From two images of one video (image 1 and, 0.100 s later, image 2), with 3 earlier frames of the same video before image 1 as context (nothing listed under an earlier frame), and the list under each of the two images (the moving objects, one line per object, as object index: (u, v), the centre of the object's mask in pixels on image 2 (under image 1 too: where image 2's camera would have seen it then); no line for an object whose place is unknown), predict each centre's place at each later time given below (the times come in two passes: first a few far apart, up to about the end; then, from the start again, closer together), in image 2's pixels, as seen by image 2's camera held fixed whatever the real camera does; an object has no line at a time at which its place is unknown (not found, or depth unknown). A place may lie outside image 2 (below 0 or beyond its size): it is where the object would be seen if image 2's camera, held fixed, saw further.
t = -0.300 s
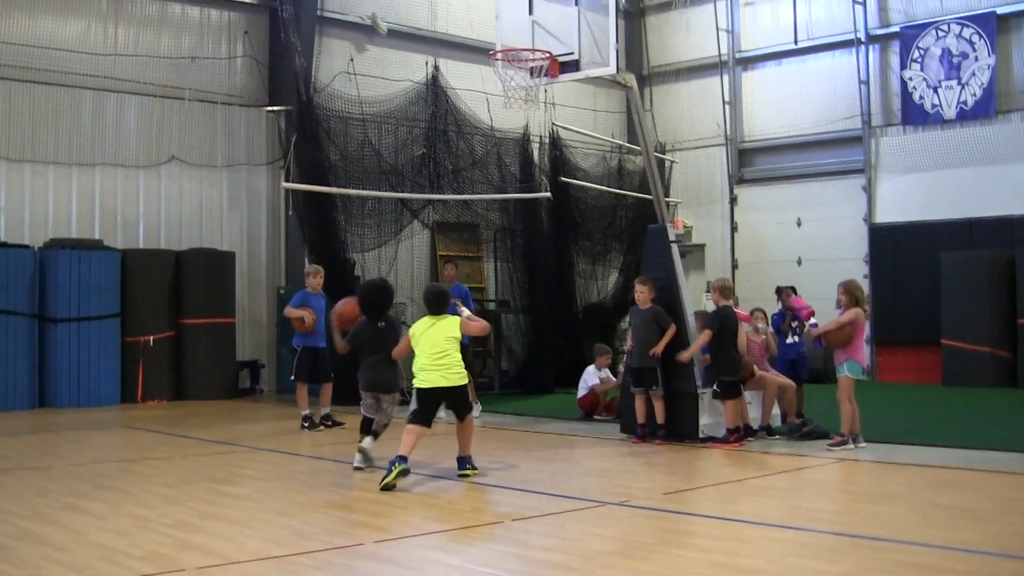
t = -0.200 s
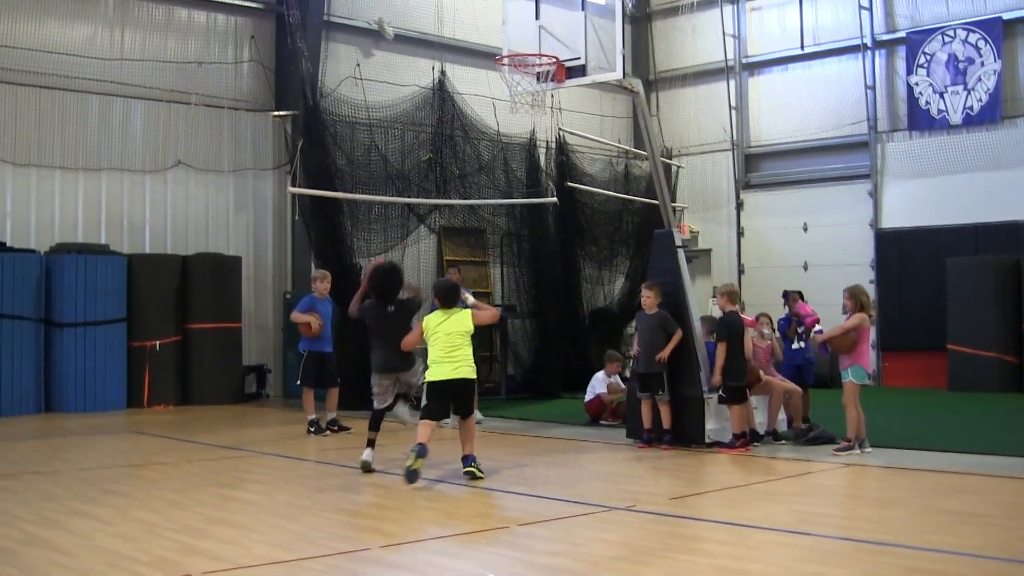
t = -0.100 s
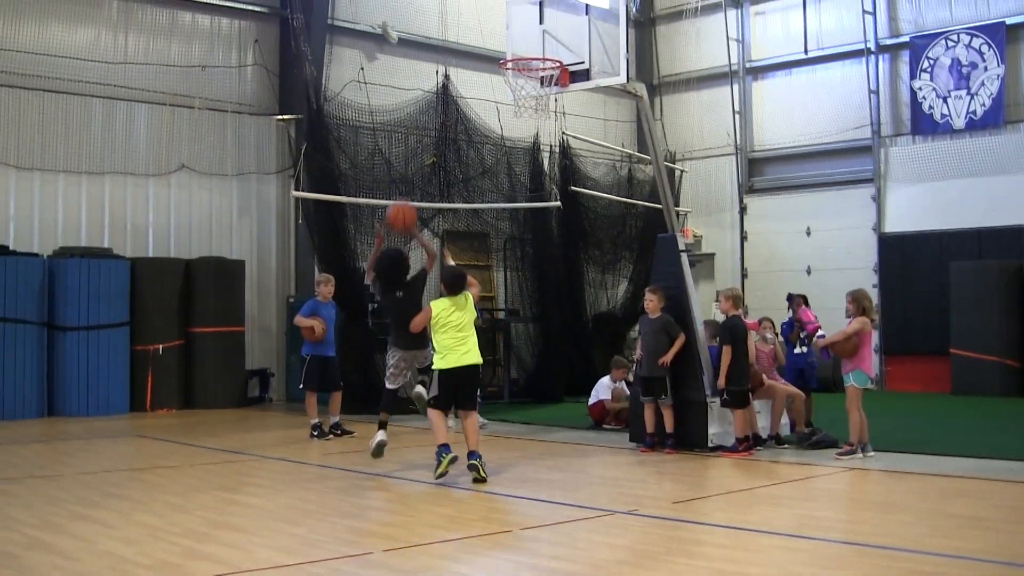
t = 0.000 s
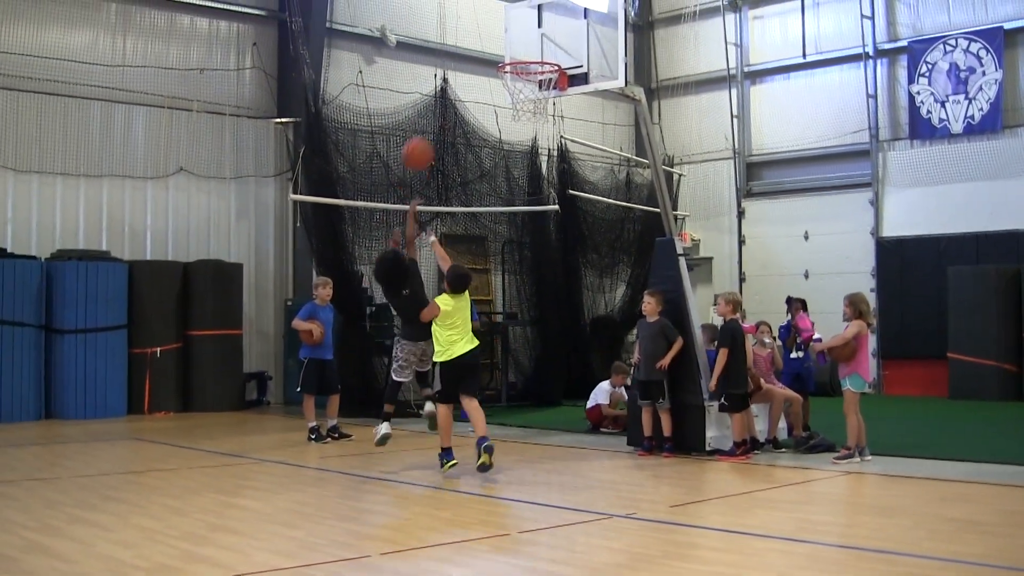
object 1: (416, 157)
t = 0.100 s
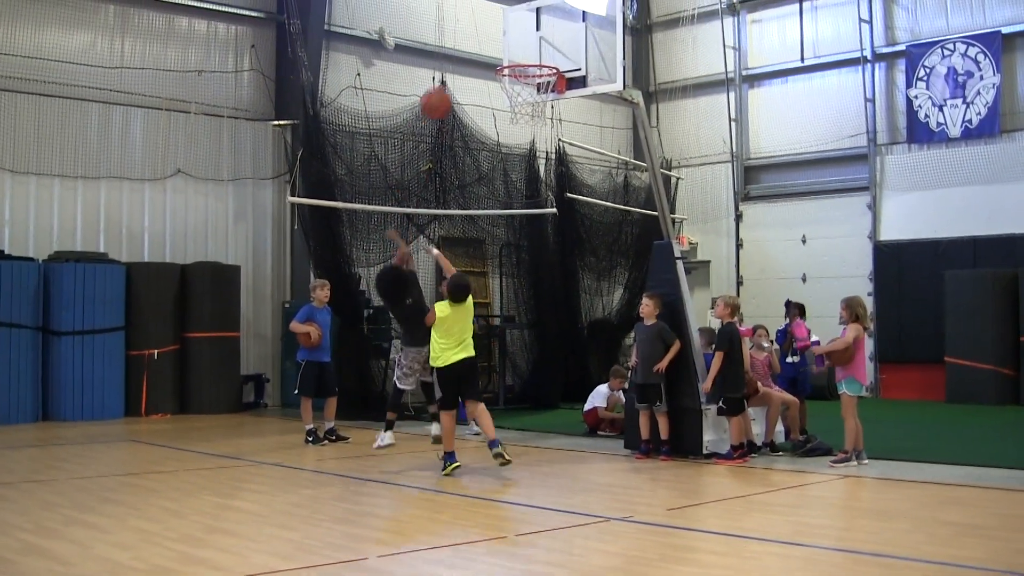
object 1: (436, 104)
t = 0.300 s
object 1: (476, 39)
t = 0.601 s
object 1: (534, 40)
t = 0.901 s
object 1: (551, 41)
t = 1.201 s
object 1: (545, 51)
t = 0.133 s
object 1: (443, 88)
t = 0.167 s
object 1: (450, 75)
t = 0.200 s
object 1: (456, 64)
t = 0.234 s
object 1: (463, 54)
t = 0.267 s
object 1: (469, 46)
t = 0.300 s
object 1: (476, 39)
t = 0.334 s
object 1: (483, 33)
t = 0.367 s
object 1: (489, 29)
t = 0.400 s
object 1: (496, 26)
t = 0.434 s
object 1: (502, 25)
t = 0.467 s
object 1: (508, 25)
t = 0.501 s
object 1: (515, 26)
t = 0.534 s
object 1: (521, 30)
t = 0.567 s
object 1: (528, 34)
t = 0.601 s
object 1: (534, 40)
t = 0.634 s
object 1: (540, 47)
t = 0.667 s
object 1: (545, 52)
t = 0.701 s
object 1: (546, 47)
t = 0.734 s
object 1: (547, 42)
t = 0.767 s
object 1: (548, 39)
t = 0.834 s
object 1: (550, 38)
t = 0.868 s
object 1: (551, 39)
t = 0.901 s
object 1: (551, 41)
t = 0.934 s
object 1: (552, 46)
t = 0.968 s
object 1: (553, 51)
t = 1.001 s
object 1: (554, 54)
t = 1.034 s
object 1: (553, 51)
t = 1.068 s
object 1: (551, 49)
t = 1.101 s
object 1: (550, 47)
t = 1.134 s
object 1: (548, 47)
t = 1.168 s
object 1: (547, 48)
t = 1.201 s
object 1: (545, 51)
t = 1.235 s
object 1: (544, 53)
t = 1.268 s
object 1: (542, 57)
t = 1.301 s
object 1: (540, 60)
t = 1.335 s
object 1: (537, 70)
